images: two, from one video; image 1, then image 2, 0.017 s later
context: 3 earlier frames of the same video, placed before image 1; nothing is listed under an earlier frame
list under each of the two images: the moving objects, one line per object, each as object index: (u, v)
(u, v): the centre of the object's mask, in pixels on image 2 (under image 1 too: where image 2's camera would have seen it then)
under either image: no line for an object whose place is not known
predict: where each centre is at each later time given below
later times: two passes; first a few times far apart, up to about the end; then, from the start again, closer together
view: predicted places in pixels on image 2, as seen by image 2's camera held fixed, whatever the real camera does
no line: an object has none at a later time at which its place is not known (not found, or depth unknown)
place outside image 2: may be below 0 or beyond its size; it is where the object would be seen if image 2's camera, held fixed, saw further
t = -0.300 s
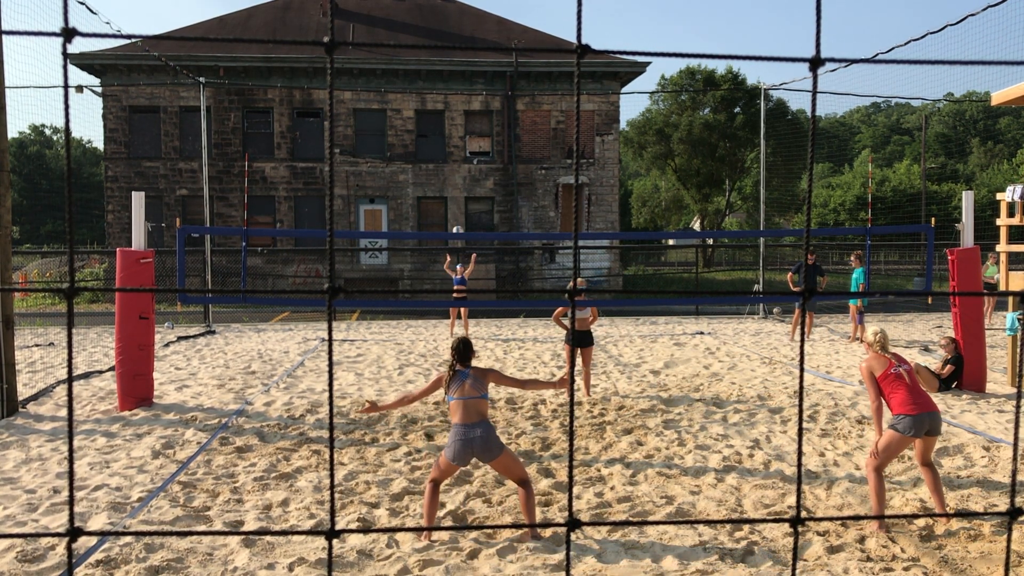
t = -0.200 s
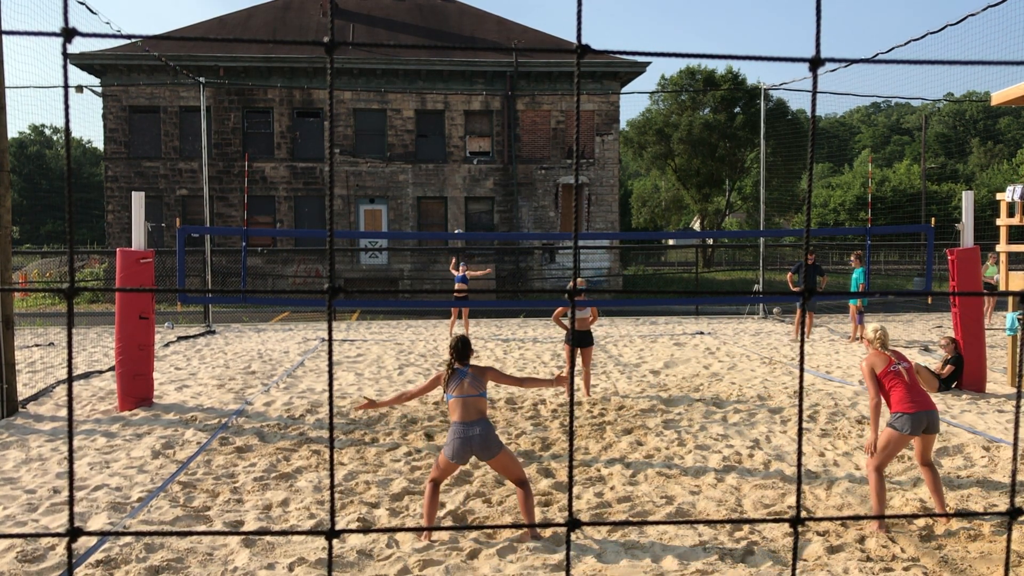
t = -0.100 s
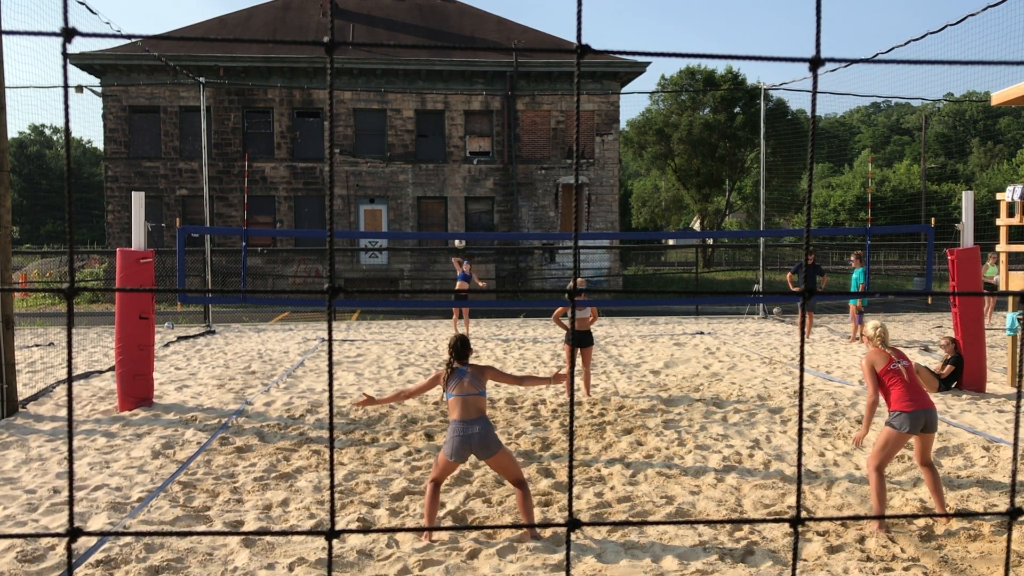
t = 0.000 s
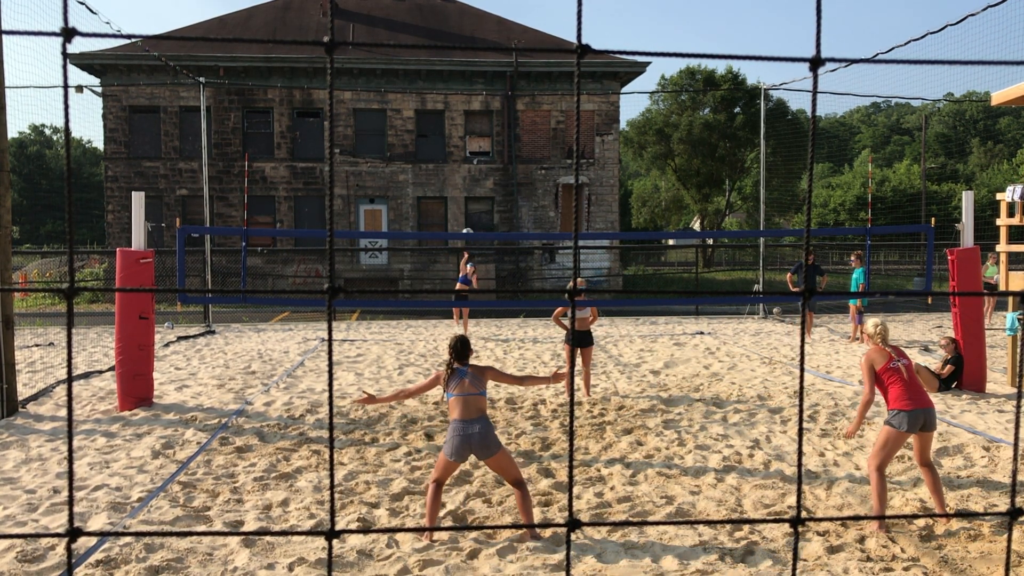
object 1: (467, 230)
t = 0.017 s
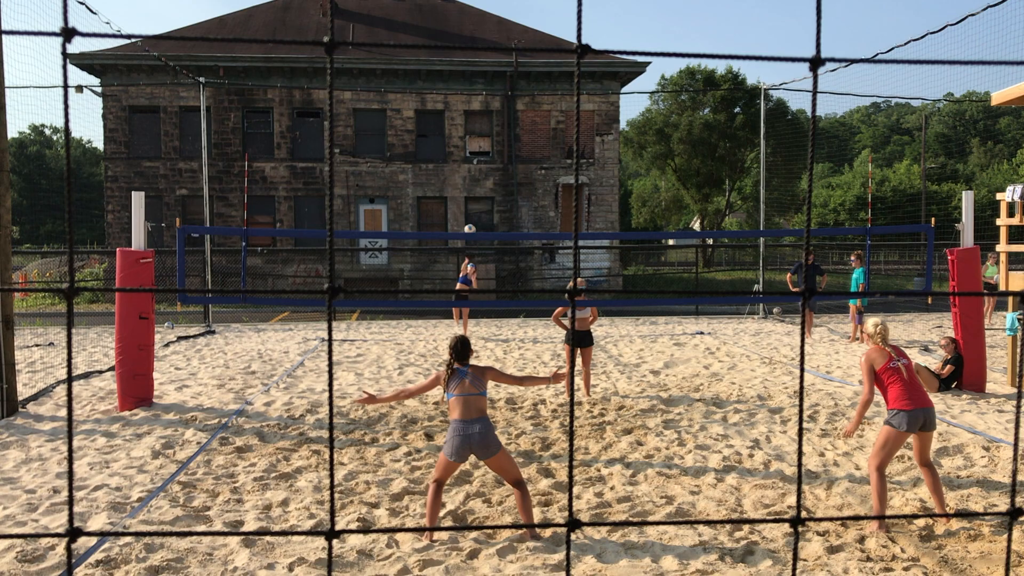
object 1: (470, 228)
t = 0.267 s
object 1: (503, 185)
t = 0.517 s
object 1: (552, 159)
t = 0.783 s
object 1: (643, 173)
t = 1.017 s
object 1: (780, 257)
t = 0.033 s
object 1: (472, 226)
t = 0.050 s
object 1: (474, 223)
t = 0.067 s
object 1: (476, 219)
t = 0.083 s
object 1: (478, 216)
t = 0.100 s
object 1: (480, 212)
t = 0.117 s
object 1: (482, 209)
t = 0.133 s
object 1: (484, 206)
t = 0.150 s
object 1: (487, 203)
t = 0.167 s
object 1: (489, 200)
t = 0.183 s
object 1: (491, 197)
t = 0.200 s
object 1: (493, 195)
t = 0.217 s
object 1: (496, 192)
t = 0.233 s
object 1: (498, 189)
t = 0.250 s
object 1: (500, 187)
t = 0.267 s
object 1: (503, 185)
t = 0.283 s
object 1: (505, 182)
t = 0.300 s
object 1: (508, 180)
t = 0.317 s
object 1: (511, 178)
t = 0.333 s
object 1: (514, 176)
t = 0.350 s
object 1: (517, 174)
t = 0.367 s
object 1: (520, 172)
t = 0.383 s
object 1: (523, 170)
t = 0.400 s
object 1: (526, 168)
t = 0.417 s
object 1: (529, 167)
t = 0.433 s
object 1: (533, 165)
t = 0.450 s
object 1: (537, 164)
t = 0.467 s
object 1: (540, 162)
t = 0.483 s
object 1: (544, 161)
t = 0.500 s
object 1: (548, 160)
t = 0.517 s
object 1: (552, 159)
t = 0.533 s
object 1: (556, 158)
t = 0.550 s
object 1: (561, 158)
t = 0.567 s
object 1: (565, 157)
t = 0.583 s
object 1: (568, 157)
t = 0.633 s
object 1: (586, 157)
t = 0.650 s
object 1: (591, 158)
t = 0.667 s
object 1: (596, 159)
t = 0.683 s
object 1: (603, 160)
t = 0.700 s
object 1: (609, 161)
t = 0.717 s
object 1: (615, 163)
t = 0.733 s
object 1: (622, 165)
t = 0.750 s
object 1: (629, 168)
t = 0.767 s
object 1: (636, 170)
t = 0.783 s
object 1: (643, 173)
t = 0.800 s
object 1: (651, 177)
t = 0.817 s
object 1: (659, 180)
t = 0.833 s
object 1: (667, 184)
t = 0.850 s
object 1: (676, 189)
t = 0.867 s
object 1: (685, 194)
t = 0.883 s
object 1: (694, 199)
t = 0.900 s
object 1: (704, 204)
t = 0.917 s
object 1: (713, 210)
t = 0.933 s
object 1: (724, 217)
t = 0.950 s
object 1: (734, 224)
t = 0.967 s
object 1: (745, 231)
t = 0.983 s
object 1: (756, 239)
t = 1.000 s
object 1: (768, 248)
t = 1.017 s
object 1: (780, 257)
